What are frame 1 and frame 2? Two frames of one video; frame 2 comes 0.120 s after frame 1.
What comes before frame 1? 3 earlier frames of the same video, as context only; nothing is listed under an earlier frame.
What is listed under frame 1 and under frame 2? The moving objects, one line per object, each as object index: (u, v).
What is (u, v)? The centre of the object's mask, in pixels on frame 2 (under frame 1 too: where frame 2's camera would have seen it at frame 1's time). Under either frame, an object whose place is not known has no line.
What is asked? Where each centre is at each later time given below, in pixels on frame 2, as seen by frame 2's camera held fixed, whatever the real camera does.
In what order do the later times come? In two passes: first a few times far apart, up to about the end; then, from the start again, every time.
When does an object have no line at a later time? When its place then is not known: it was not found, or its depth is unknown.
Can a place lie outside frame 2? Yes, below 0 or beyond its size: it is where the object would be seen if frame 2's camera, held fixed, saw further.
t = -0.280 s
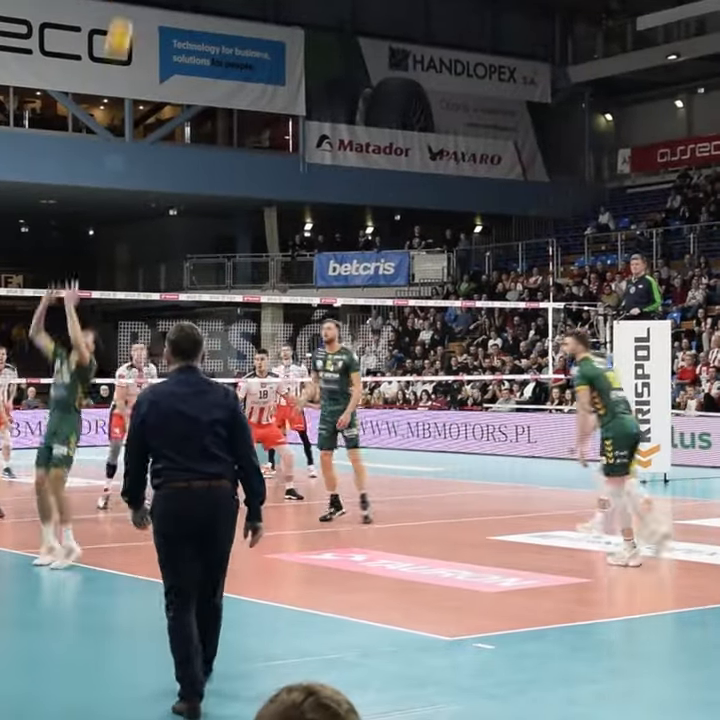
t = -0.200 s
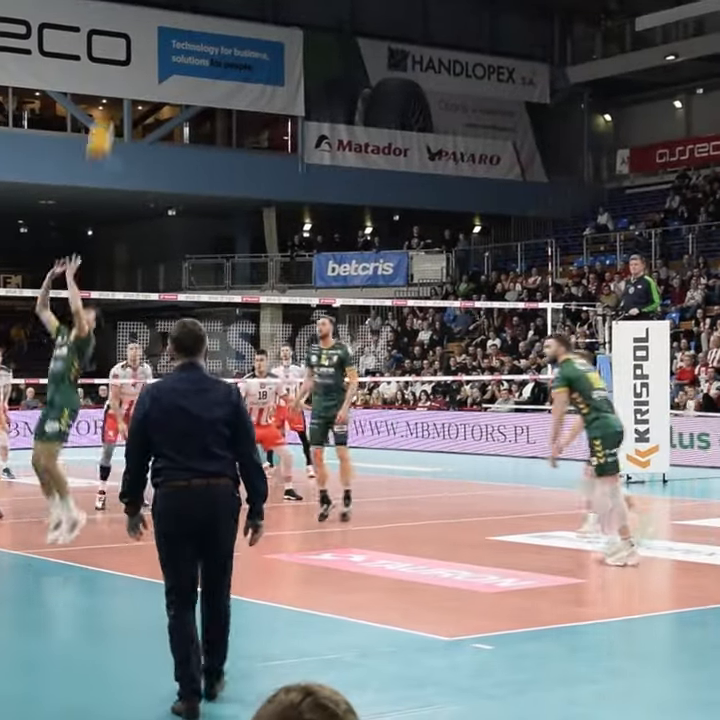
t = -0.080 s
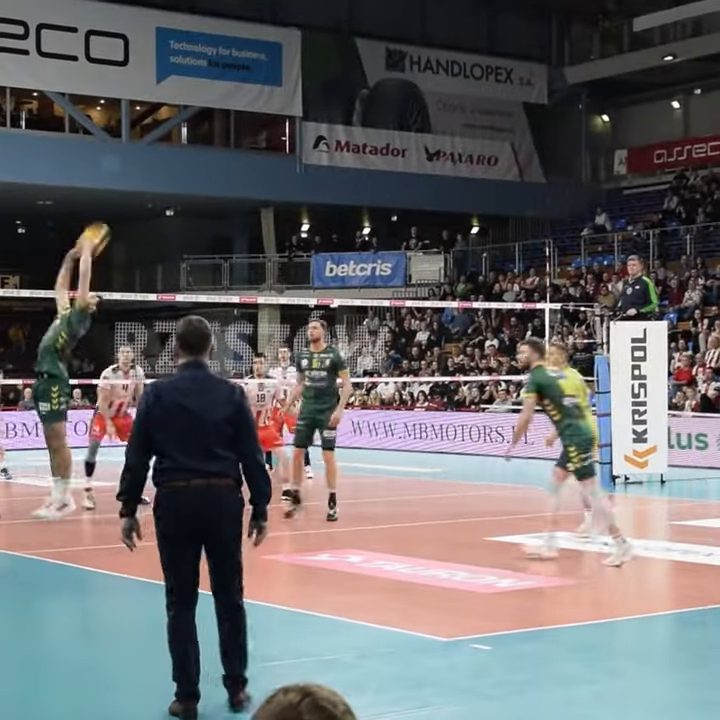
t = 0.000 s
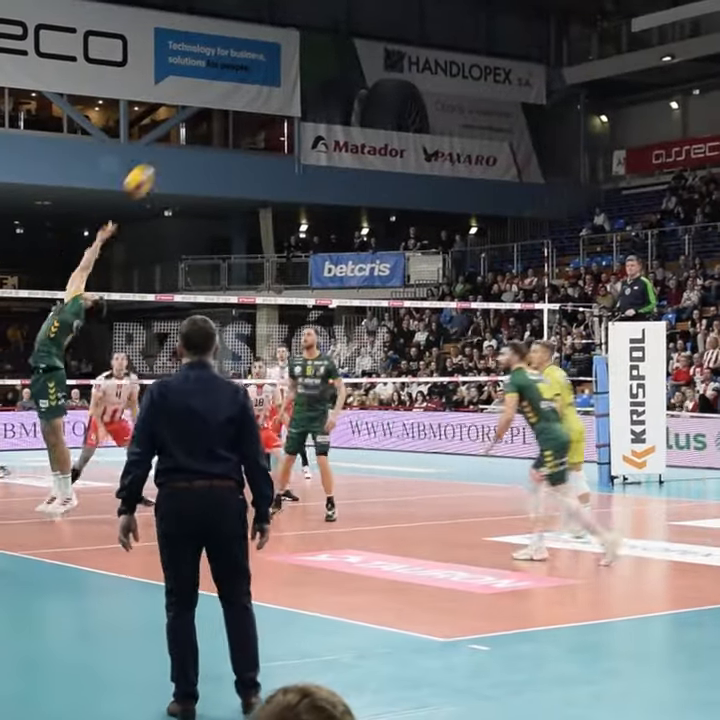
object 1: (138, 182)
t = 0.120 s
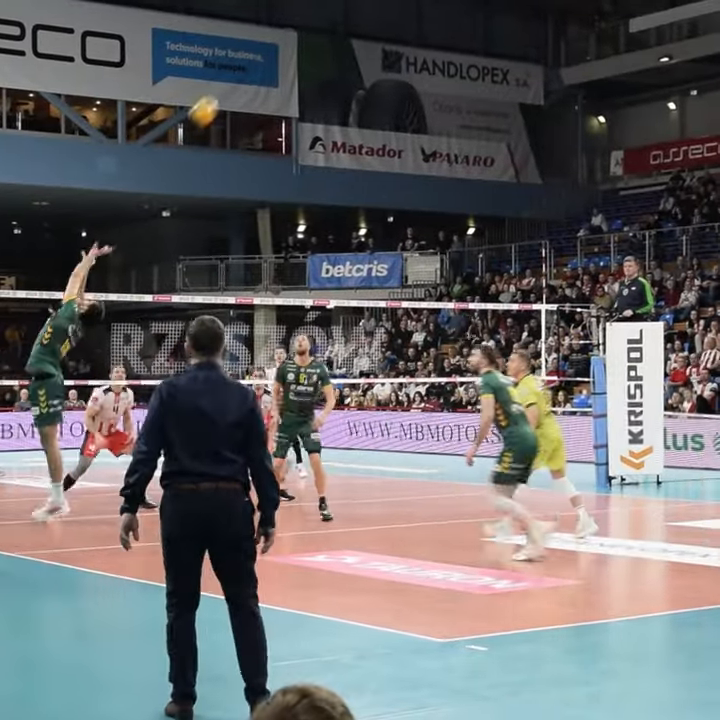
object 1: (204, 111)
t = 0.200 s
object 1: (245, 76)
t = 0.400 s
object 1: (337, 28)
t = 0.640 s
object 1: (427, 30)
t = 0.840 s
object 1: (491, 70)
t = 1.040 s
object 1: (547, 141)
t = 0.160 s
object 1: (225, 92)
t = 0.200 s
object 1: (245, 76)
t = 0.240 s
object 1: (265, 63)
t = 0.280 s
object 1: (285, 51)
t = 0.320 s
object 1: (302, 42)
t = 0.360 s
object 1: (320, 34)
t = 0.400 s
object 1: (337, 28)
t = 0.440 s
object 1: (353, 25)
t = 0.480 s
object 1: (369, 23)
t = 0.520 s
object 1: (384, 22)
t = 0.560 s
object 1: (398, 23)
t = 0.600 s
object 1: (413, 26)
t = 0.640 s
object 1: (427, 30)
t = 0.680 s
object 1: (440, 35)
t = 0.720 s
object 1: (454, 42)
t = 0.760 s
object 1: (466, 49)
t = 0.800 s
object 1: (479, 59)
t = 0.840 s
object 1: (491, 70)
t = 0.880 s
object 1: (502, 81)
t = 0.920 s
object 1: (514, 94)
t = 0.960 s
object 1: (525, 109)
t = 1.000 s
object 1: (536, 124)
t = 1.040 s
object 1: (547, 141)
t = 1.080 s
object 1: (557, 158)
